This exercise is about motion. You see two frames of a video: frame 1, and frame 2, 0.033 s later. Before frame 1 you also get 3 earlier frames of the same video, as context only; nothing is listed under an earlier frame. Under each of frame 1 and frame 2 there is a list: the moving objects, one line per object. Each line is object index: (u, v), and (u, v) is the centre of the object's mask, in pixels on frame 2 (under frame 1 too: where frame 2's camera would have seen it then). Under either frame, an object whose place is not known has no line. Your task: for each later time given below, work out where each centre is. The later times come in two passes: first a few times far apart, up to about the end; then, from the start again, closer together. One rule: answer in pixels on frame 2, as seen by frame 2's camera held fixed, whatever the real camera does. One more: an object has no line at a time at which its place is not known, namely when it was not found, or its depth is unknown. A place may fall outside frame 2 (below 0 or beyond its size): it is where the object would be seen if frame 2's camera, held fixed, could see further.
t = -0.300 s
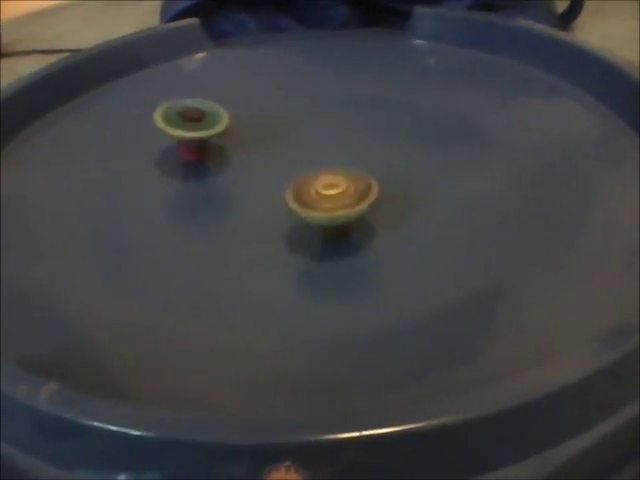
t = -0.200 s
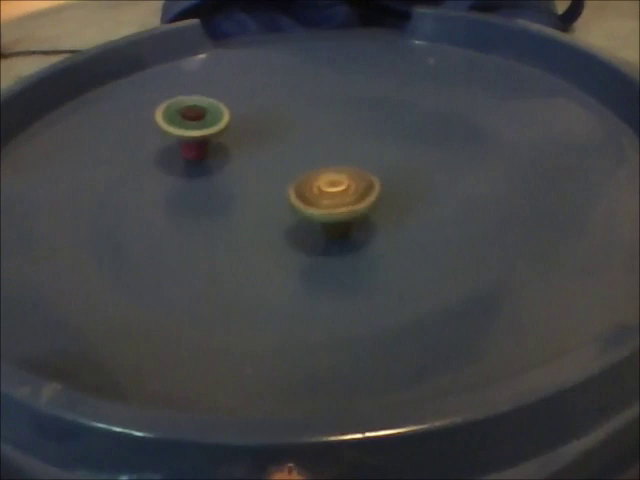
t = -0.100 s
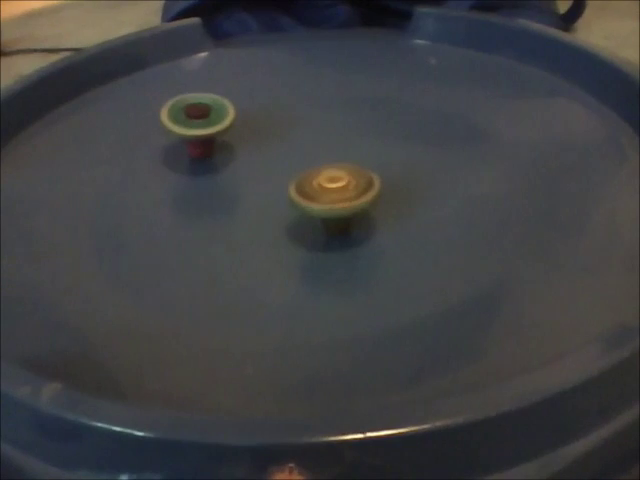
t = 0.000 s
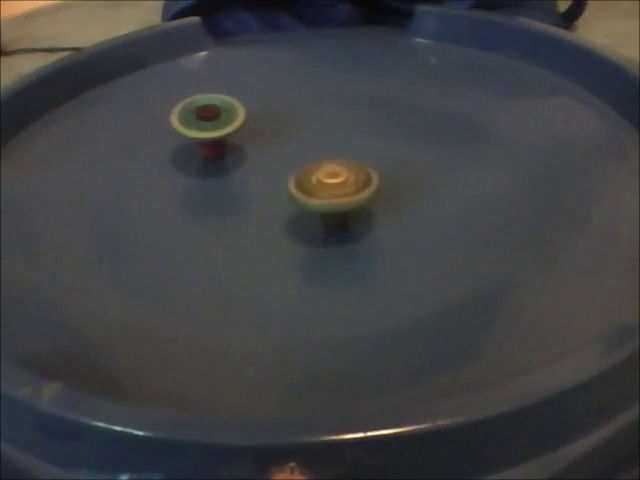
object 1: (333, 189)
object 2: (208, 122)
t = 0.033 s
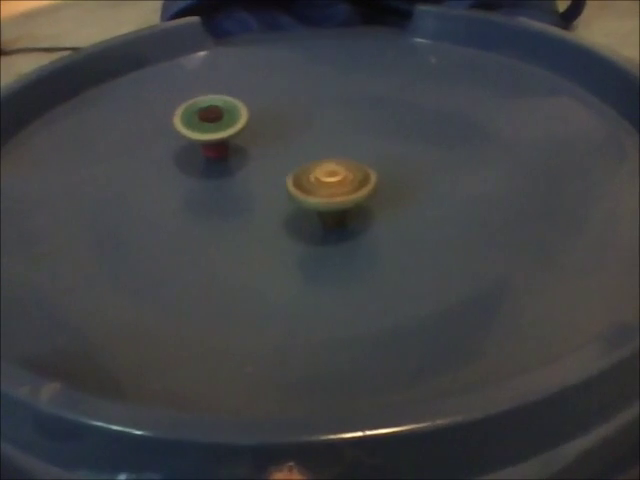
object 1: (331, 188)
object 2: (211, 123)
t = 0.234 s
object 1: (325, 182)
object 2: (237, 141)
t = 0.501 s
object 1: (350, 184)
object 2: (211, 145)
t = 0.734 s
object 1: (347, 178)
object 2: (183, 161)
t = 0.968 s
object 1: (341, 173)
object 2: (177, 176)
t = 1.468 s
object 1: (321, 162)
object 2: (227, 207)
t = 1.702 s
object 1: (312, 159)
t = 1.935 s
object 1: (303, 159)
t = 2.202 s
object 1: (298, 163)
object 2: (353, 204)
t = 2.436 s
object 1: (292, 167)
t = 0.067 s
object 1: (330, 187)
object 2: (215, 125)
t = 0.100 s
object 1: (330, 187)
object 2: (219, 128)
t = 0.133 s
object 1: (328, 186)
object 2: (223, 131)
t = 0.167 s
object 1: (328, 185)
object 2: (228, 134)
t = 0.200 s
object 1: (327, 183)
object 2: (233, 137)
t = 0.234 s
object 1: (325, 182)
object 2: (237, 141)
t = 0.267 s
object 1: (324, 182)
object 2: (241, 144)
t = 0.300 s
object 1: (323, 180)
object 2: (245, 149)
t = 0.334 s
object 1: (322, 180)
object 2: (250, 153)
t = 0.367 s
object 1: (329, 181)
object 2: (245, 150)
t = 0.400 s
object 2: (235, 150)
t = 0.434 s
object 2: (224, 145)
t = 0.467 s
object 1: (350, 185)
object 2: (217, 145)
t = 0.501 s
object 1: (350, 184)
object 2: (211, 145)
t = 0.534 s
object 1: (350, 184)
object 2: (207, 146)
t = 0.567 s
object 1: (350, 182)
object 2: (202, 148)
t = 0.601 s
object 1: (349, 181)
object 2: (197, 151)
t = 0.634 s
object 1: (349, 180)
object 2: (193, 153)
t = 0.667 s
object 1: (348, 179)
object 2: (189, 156)
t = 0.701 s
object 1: (348, 179)
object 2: (185, 158)
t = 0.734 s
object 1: (347, 178)
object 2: (183, 161)
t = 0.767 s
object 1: (347, 177)
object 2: (181, 163)
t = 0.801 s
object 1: (345, 176)
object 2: (178, 165)
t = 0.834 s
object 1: (344, 176)
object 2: (176, 167)
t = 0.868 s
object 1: (344, 175)
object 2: (175, 170)
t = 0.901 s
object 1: (343, 174)
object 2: (175, 172)
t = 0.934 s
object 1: (342, 174)
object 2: (176, 174)
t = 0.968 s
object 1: (341, 173)
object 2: (177, 176)
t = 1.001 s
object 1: (340, 173)
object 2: (177, 179)
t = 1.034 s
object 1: (339, 172)
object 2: (178, 180)
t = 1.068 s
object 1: (337, 171)
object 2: (179, 183)
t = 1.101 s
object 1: (336, 171)
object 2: (181, 185)
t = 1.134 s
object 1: (334, 170)
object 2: (183, 187)
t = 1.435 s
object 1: (322, 164)
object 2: (220, 205)
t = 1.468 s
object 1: (321, 162)
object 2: (227, 207)
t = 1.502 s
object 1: (320, 164)
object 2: (234, 210)
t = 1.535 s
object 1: (320, 164)
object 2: (240, 211)
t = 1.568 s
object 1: (318, 164)
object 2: (247, 213)
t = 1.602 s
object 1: (316, 164)
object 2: (254, 214)
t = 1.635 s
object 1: (315, 163)
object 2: (262, 215)
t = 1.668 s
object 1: (313, 160)
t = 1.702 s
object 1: (312, 159)
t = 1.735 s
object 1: (311, 159)
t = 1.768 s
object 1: (311, 158)
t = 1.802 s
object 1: (309, 158)
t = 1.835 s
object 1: (307, 158)
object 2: (306, 216)
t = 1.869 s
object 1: (305, 158)
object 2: (313, 215)
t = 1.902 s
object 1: (305, 158)
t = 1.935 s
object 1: (303, 159)
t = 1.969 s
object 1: (303, 159)
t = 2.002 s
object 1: (300, 160)
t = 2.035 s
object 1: (300, 159)
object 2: (338, 209)
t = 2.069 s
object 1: (299, 160)
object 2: (342, 208)
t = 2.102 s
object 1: (298, 161)
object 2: (346, 207)
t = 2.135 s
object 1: (299, 162)
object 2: (350, 206)
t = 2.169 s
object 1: (298, 163)
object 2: (352, 205)
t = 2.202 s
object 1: (298, 163)
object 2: (353, 204)
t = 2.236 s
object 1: (296, 164)
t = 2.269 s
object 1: (295, 165)
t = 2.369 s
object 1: (293, 166)
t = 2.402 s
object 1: (292, 168)
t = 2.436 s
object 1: (292, 167)
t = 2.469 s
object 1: (291, 168)
